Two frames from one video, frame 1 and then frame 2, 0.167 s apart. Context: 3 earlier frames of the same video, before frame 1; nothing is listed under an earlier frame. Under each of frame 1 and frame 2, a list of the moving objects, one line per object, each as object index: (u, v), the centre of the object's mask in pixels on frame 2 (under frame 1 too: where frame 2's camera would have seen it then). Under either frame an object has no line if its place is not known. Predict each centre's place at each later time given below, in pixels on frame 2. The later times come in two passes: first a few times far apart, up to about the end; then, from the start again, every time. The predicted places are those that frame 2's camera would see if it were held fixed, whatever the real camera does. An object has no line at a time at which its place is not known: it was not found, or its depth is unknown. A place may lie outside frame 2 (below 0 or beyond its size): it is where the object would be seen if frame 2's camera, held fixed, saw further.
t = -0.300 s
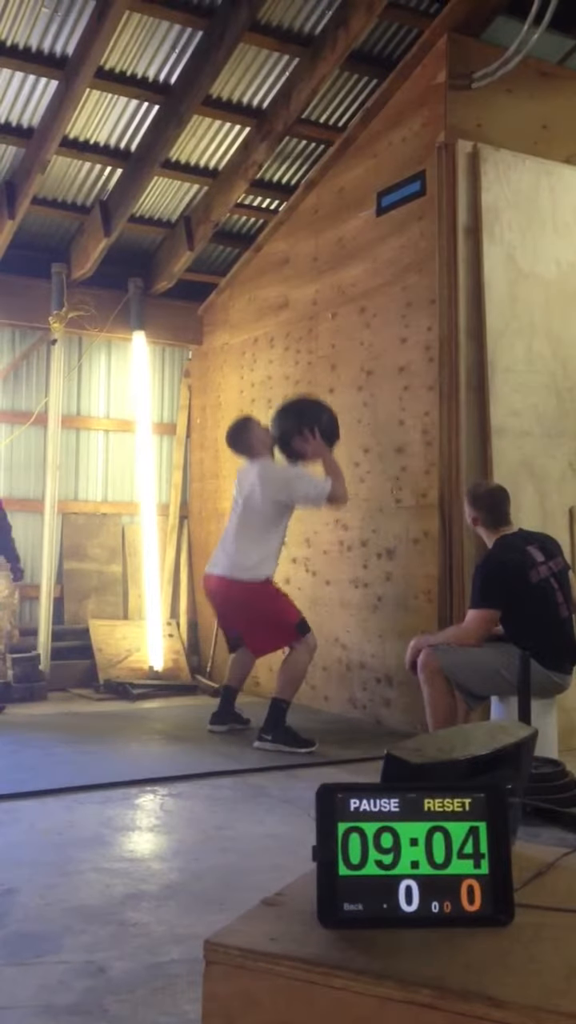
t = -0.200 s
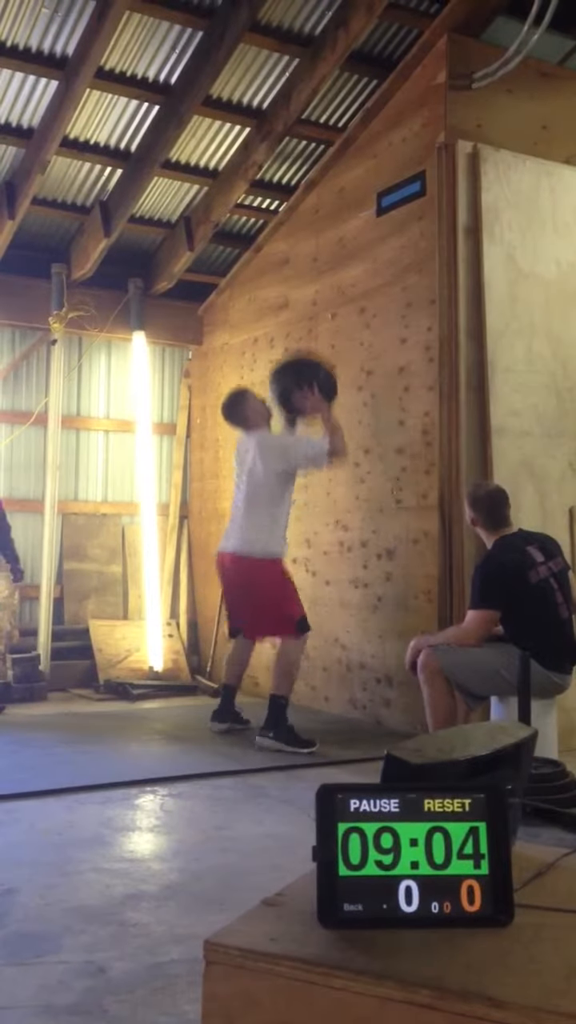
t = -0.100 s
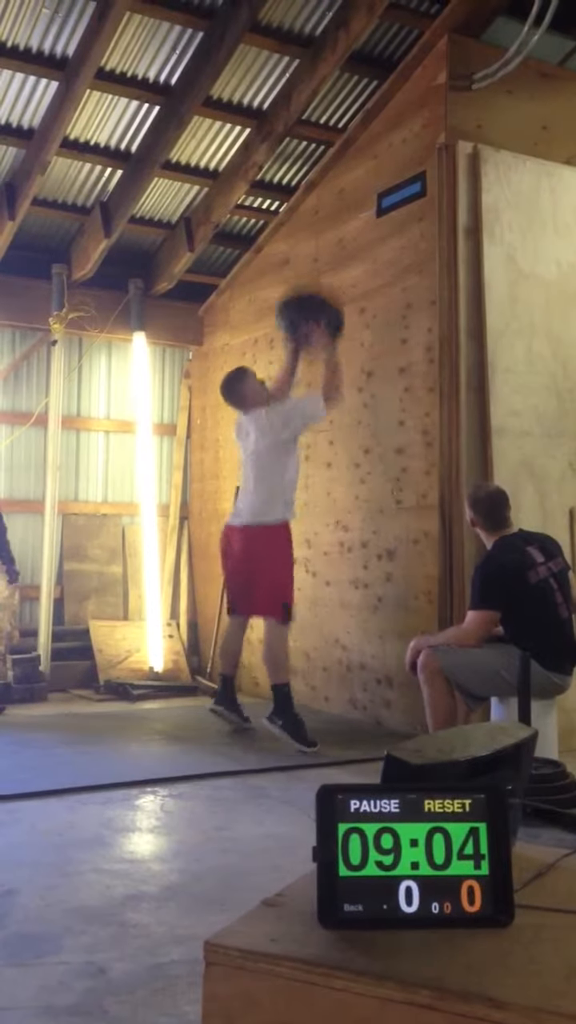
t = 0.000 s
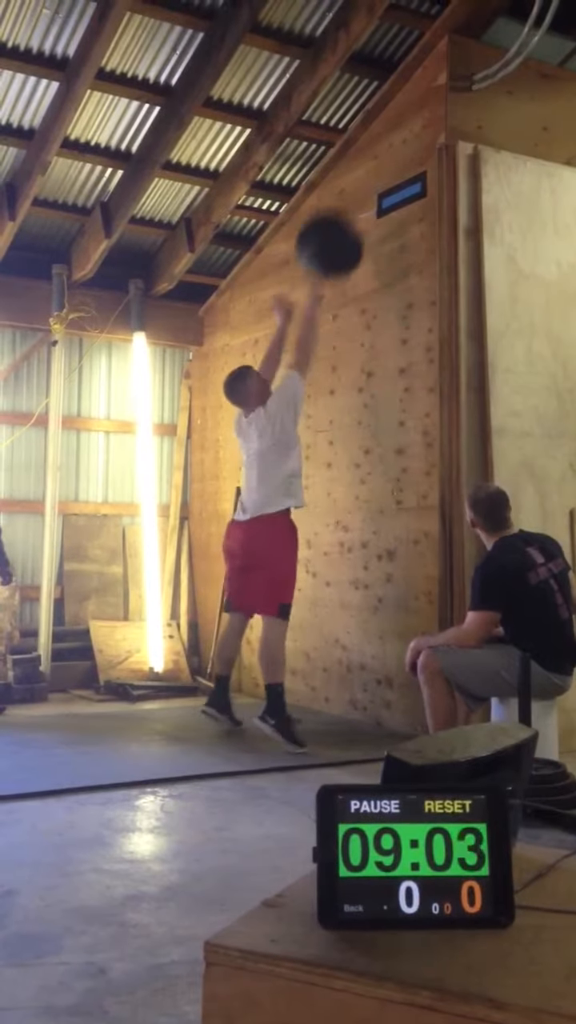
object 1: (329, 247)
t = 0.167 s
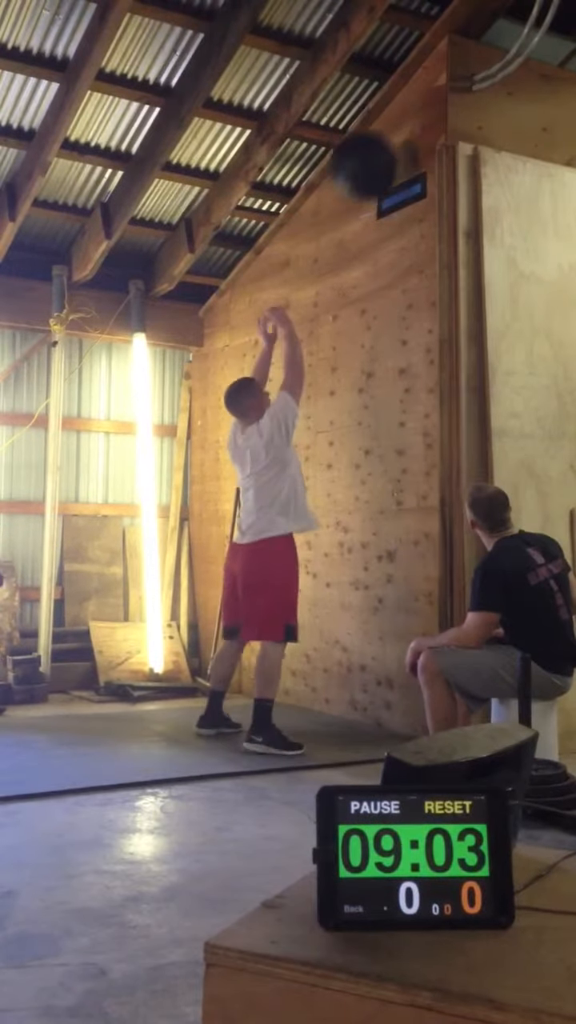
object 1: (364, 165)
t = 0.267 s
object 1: (385, 141)
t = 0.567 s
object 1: (352, 166)
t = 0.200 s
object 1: (375, 155)
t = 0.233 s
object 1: (380, 147)
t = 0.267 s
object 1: (385, 141)
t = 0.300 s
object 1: (385, 137)
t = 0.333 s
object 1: (383, 134)
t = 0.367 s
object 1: (380, 132)
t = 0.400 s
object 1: (377, 133)
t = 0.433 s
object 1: (375, 135)
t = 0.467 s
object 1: (364, 140)
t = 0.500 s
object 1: (361, 147)
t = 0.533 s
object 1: (356, 156)
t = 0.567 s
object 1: (352, 166)
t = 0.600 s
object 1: (347, 179)
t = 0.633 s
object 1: (343, 195)
